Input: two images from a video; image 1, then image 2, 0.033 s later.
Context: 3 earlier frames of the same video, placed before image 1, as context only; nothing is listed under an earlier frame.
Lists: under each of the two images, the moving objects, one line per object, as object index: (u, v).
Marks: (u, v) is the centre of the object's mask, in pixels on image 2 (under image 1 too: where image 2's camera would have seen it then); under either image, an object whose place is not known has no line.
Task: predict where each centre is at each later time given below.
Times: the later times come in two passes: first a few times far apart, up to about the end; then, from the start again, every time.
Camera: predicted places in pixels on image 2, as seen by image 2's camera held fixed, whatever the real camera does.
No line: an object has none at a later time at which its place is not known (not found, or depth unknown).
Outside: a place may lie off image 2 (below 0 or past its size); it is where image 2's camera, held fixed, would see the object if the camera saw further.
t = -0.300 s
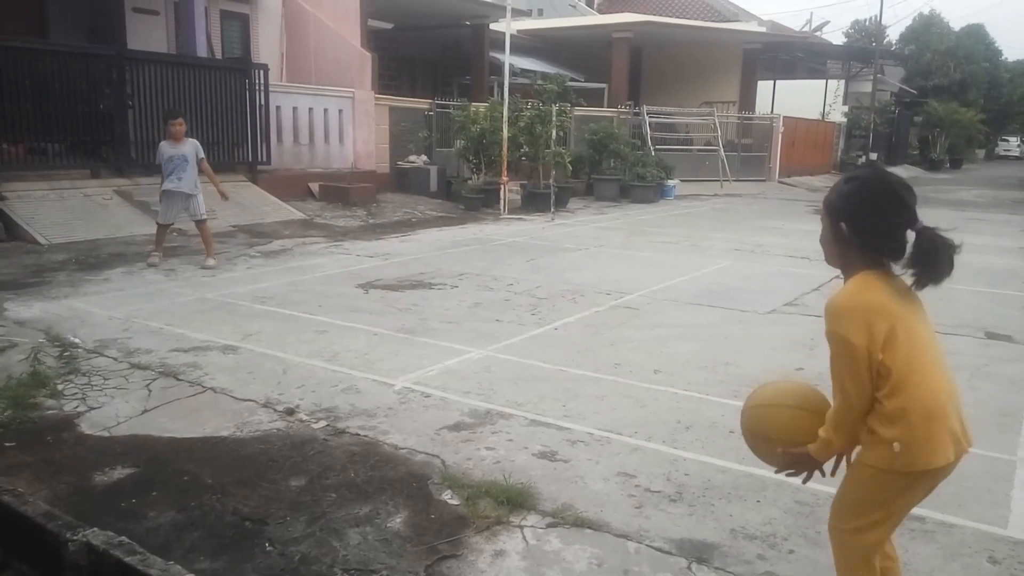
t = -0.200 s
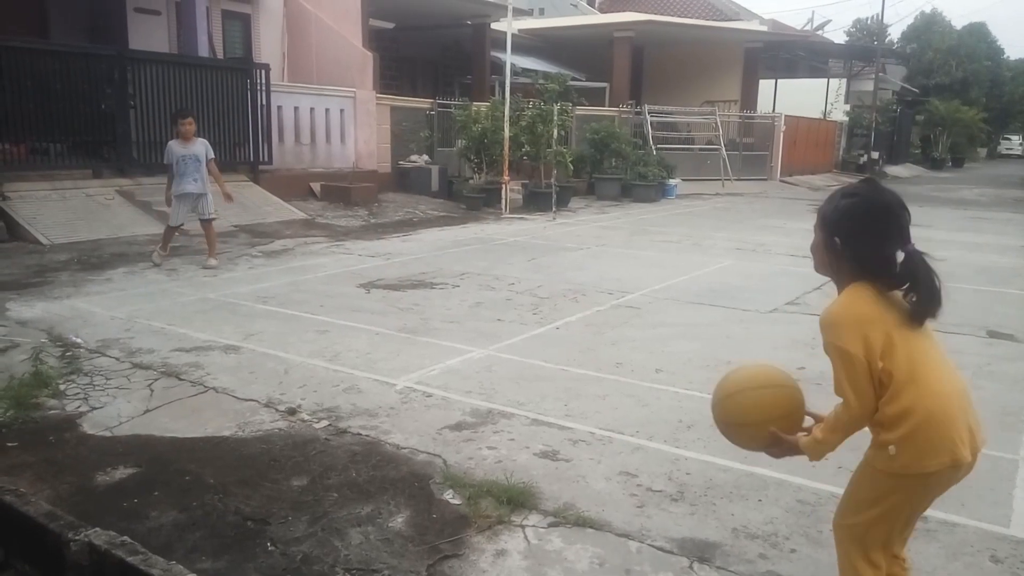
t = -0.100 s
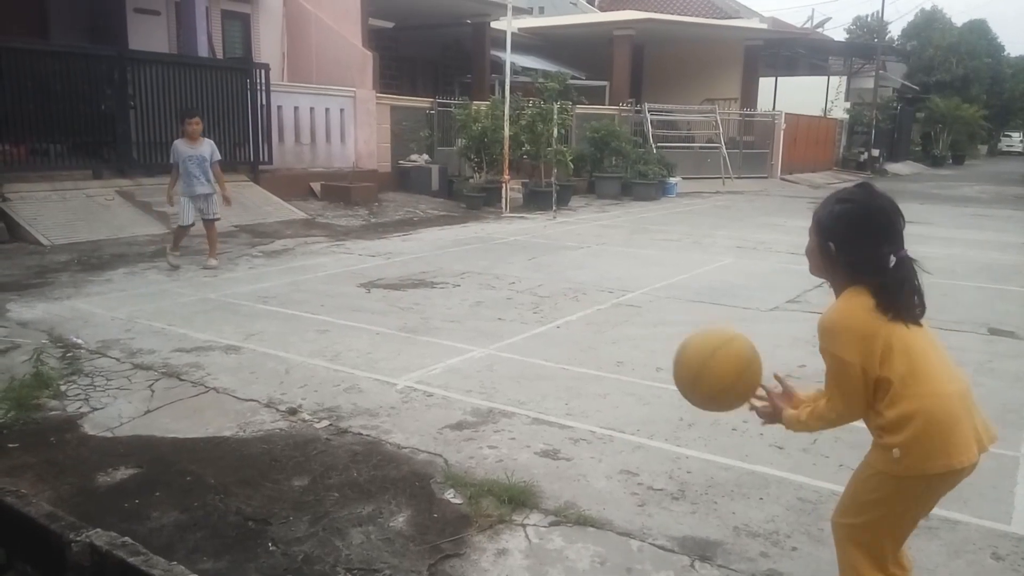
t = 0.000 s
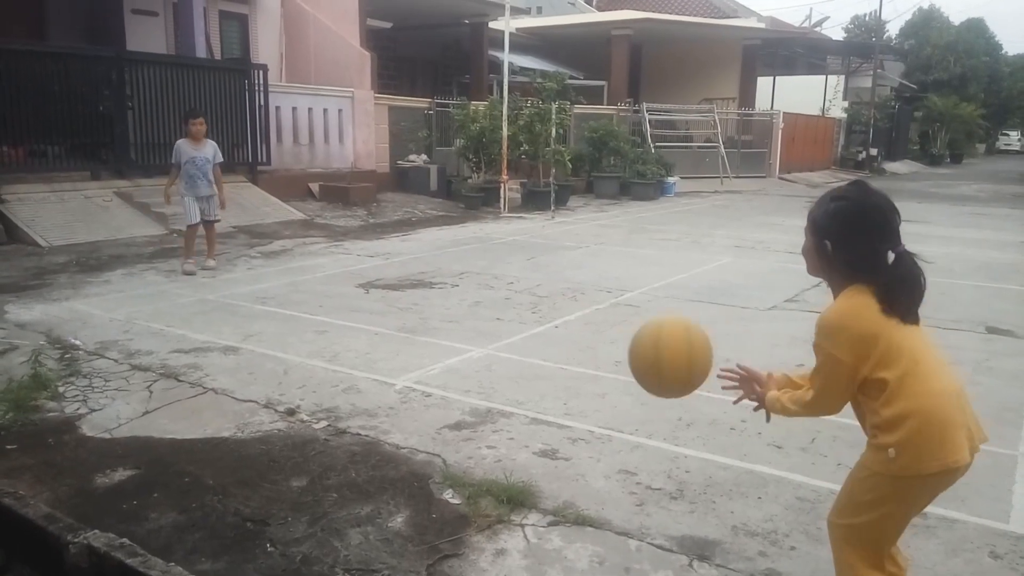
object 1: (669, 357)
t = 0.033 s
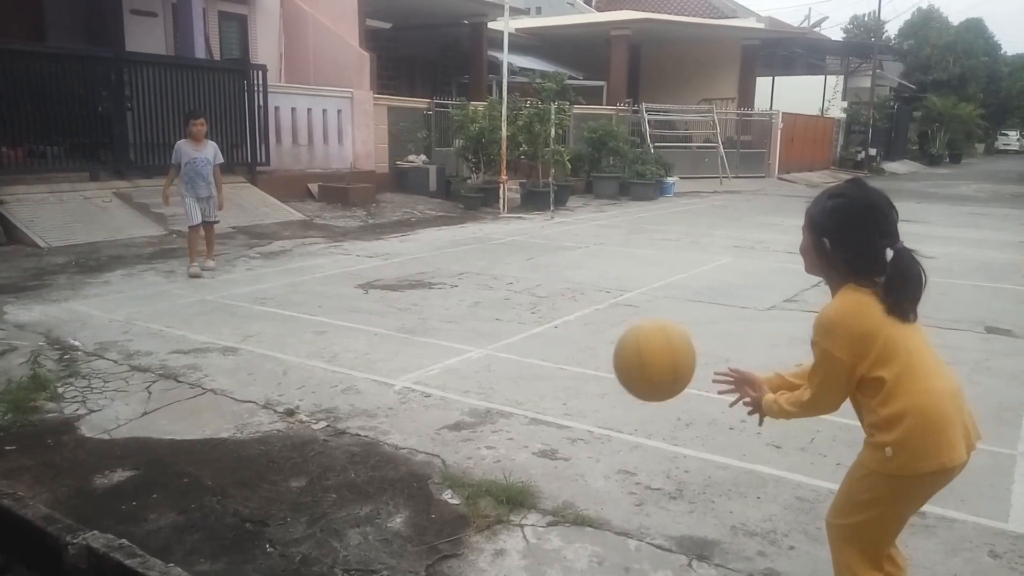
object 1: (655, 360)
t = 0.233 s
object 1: (571, 458)
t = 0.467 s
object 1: (504, 390)
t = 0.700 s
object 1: (444, 376)
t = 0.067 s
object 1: (640, 368)
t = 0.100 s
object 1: (626, 379)
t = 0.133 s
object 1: (612, 394)
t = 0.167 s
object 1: (598, 413)
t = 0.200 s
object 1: (584, 434)
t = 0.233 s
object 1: (571, 458)
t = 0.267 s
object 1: (559, 486)
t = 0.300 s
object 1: (547, 498)
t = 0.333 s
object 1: (538, 471)
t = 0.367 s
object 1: (530, 446)
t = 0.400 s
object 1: (521, 424)
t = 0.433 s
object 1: (512, 405)
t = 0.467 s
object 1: (504, 390)
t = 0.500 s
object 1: (495, 379)
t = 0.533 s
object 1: (487, 370)
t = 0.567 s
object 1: (478, 365)
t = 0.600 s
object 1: (469, 363)
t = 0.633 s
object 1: (461, 363)
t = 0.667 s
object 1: (453, 368)
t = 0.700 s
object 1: (444, 376)
